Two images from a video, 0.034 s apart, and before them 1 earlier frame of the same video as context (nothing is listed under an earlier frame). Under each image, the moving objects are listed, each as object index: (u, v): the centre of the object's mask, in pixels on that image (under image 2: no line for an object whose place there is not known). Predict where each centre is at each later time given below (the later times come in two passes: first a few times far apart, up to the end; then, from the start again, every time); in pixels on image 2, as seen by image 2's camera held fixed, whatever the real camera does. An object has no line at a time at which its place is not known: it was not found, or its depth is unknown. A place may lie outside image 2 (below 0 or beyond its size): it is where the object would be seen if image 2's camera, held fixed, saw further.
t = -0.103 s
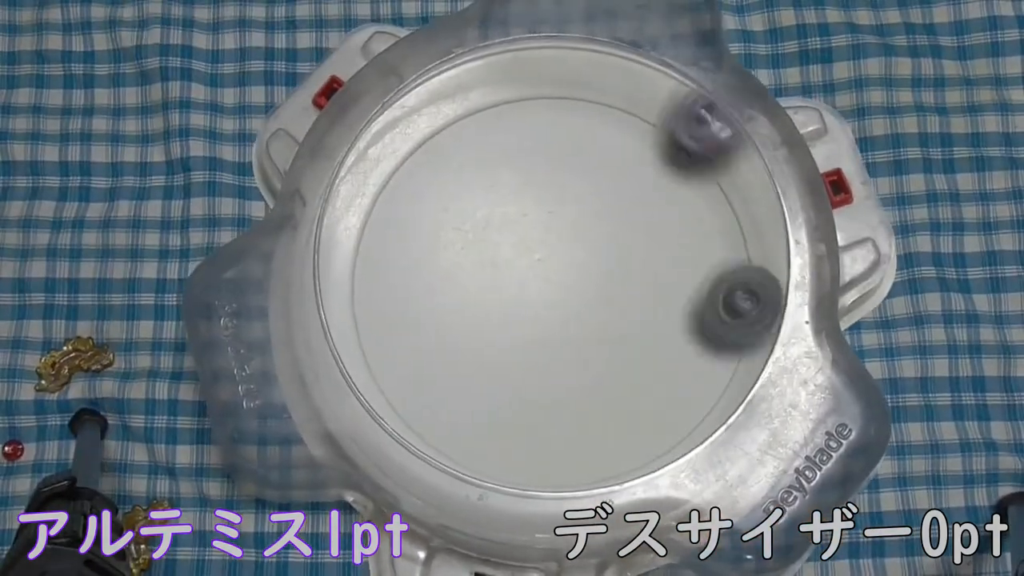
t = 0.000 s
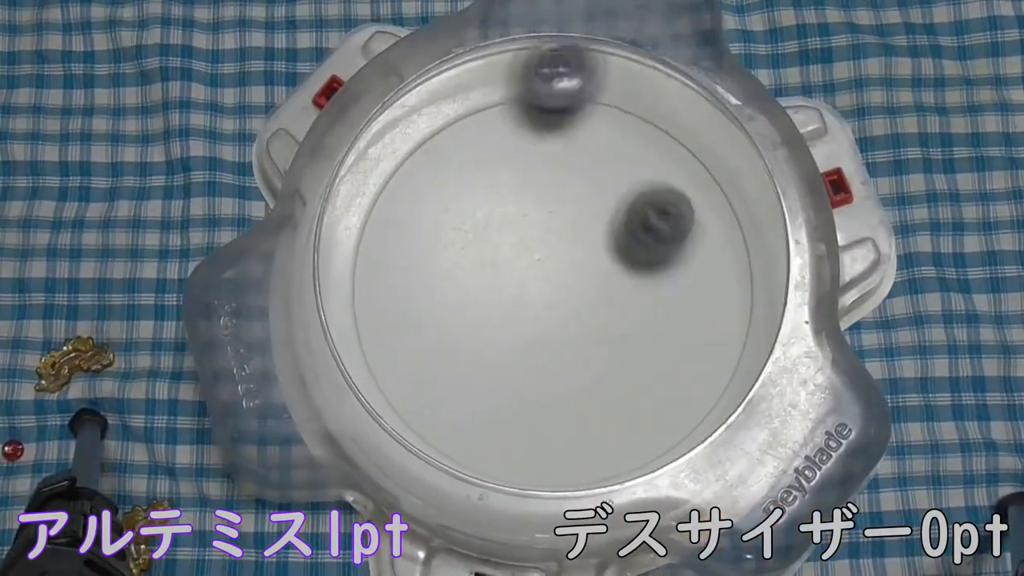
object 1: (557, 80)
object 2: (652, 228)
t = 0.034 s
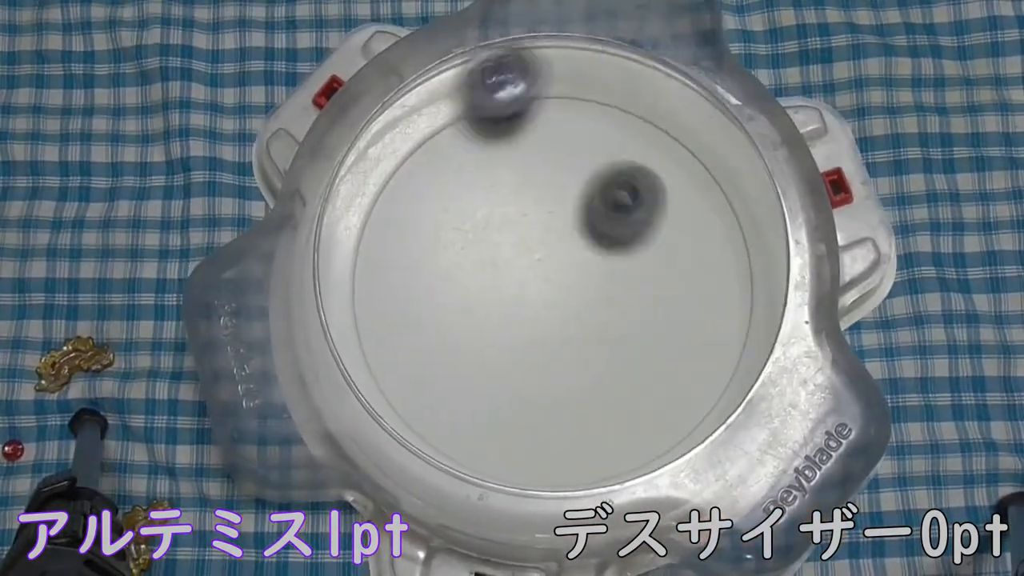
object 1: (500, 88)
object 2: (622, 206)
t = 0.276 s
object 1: (332, 402)
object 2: (382, 249)
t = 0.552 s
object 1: (698, 349)
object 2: (510, 459)
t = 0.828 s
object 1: (464, 120)
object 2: (644, 248)
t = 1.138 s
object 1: (520, 428)
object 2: (406, 188)
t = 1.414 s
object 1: (723, 203)
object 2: (471, 413)
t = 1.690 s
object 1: (416, 195)
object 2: (661, 268)
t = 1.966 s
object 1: (578, 425)
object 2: (529, 138)
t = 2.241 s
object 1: (717, 209)
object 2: (438, 318)
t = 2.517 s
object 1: (453, 192)
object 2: (592, 378)
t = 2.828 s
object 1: (586, 457)
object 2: (595, 192)
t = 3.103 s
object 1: (694, 241)
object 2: (472, 345)
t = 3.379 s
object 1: (437, 189)
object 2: (623, 356)
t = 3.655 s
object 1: (444, 427)
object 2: (581, 261)
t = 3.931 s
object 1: (682, 290)
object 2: (502, 268)
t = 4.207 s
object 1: (509, 119)
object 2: (508, 321)
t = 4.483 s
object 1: (387, 322)
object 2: (565, 290)
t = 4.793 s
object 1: (691, 343)
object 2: (519, 243)
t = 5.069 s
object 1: (637, 118)
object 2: (522, 293)
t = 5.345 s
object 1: (413, 237)
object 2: (584, 289)
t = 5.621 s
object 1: (541, 446)
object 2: (574, 250)
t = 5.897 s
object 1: (726, 268)
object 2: (531, 285)
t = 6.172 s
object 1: (508, 150)
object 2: (558, 321)
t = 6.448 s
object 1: (377, 346)
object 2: (578, 298)
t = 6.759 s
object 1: (649, 395)
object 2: (528, 275)
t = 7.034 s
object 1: (635, 165)
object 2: (514, 303)
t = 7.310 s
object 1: (413, 163)
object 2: (547, 303)
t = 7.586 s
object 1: (460, 387)
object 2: (558, 263)
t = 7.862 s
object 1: (706, 319)
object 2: (528, 261)
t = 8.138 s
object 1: (617, 130)
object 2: (539, 295)
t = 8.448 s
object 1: (419, 277)
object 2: (578, 290)
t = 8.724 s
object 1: (550, 447)
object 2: (561, 270)
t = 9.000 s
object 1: (688, 268)
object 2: (531, 297)
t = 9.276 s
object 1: (504, 159)
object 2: (549, 315)
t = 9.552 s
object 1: (388, 318)
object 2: (560, 286)
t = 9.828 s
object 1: (581, 401)
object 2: (530, 269)
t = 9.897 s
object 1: (650, 347)
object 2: (519, 273)
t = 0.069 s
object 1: (447, 110)
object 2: (587, 191)
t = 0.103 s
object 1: (400, 142)
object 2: (546, 184)
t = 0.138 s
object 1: (364, 186)
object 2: (508, 182)
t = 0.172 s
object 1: (332, 234)
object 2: (468, 191)
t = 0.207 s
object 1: (314, 290)
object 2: (431, 206)
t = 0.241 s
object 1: (308, 351)
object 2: (404, 224)
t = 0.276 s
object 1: (332, 402)
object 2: (382, 249)
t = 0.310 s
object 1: (373, 452)
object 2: (372, 274)
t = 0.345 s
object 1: (436, 459)
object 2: (368, 305)
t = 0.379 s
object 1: (484, 468)
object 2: (371, 342)
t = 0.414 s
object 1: (540, 461)
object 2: (380, 376)
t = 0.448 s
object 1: (594, 450)
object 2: (410, 406)
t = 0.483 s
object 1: (638, 426)
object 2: (442, 432)
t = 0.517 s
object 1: (673, 390)
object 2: (475, 449)
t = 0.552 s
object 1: (698, 349)
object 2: (510, 459)
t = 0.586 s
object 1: (716, 259)
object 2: (578, 455)
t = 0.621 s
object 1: (710, 210)
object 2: (605, 439)
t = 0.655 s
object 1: (694, 169)
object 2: (628, 415)
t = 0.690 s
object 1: (669, 134)
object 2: (642, 385)
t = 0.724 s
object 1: (622, 110)
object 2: (653, 350)
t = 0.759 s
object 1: (571, 96)
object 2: (658, 316)
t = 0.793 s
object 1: (517, 101)
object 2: (655, 282)
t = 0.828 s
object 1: (464, 120)
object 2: (644, 248)
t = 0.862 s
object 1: (418, 150)
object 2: (626, 214)
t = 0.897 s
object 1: (384, 192)
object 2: (603, 188)
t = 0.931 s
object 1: (363, 239)
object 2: (579, 170)
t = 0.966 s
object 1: (360, 284)
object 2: (551, 158)
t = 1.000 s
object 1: (371, 328)
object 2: (517, 150)
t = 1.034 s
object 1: (399, 370)
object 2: (482, 150)
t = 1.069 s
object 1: (431, 398)
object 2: (452, 156)
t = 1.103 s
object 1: (472, 419)
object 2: (427, 169)
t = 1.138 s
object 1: (520, 428)
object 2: (406, 188)
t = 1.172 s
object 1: (568, 427)
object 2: (386, 216)
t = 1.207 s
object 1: (612, 415)
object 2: (373, 250)
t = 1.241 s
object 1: (651, 392)
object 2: (368, 286)
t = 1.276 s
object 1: (685, 362)
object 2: (374, 324)
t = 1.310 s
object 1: (709, 326)
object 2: (388, 358)
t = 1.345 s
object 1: (723, 286)
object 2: (409, 383)
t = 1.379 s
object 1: (727, 245)
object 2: (439, 401)
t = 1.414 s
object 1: (723, 203)
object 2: (471, 413)
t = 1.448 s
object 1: (700, 166)
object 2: (504, 417)
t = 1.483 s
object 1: (666, 133)
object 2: (537, 414)
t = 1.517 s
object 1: (622, 112)
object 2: (568, 402)
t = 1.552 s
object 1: (580, 99)
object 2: (596, 387)
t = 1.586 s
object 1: (536, 98)
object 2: (619, 369)
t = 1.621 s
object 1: (463, 130)
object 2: (647, 325)
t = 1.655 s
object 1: (435, 159)
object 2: (656, 297)
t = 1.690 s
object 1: (416, 195)
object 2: (661, 268)
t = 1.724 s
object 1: (405, 234)
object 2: (659, 238)
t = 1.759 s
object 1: (405, 276)
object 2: (654, 212)
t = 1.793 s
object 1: (416, 317)
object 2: (641, 186)
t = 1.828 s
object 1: (436, 352)
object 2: (625, 167)
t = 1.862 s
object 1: (464, 382)
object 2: (605, 152)
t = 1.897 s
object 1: (498, 404)
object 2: (583, 142)
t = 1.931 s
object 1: (537, 419)
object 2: (557, 137)
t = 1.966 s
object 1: (578, 425)
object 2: (529, 138)
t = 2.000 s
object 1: (620, 420)
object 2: (501, 146)
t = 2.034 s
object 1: (656, 405)
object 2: (475, 160)
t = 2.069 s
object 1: (692, 383)
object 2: (454, 181)
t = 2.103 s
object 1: (716, 354)
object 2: (439, 207)
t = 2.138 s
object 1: (734, 320)
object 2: (430, 235)
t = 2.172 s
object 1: (740, 283)
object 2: (427, 264)
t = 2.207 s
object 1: (733, 246)
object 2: (430, 293)
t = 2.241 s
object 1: (717, 209)
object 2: (438, 318)
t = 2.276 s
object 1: (693, 177)
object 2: (449, 339)
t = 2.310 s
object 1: (664, 152)
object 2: (464, 355)
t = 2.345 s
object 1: (628, 133)
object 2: (481, 367)
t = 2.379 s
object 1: (589, 131)
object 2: (502, 374)
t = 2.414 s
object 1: (549, 135)
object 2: (524, 380)
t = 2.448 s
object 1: (513, 147)
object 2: (548, 383)
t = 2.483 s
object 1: (480, 164)
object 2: (570, 381)
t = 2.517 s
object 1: (453, 192)
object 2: (592, 378)
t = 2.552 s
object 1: (432, 223)
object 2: (615, 368)
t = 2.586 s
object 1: (418, 258)
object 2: (636, 356)
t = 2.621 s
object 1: (414, 295)
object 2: (657, 337)
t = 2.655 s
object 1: (429, 368)
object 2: (677, 286)
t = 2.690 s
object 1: (448, 401)
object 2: (675, 258)
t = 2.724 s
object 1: (475, 427)
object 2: (665, 233)
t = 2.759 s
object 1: (509, 447)
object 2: (647, 212)
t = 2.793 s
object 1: (548, 457)
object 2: (623, 198)
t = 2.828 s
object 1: (586, 457)
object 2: (595, 192)
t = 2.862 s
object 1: (621, 448)
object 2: (570, 193)
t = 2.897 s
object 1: (653, 431)
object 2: (542, 199)
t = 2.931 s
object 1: (681, 408)
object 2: (513, 216)
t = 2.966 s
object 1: (701, 378)
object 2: (490, 237)
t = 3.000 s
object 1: (713, 344)
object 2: (474, 262)
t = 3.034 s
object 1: (715, 305)
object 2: (467, 287)
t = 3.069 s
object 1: (708, 272)
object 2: (464, 316)
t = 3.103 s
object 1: (694, 241)
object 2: (472, 345)
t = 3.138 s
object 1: (670, 212)
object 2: (488, 372)
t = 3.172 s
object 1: (639, 189)
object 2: (509, 388)
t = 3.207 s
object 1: (607, 172)
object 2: (532, 399)
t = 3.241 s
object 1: (572, 160)
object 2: (558, 402)
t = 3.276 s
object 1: (534, 158)
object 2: (580, 398)
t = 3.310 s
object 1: (499, 161)
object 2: (598, 387)
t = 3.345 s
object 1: (468, 171)
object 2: (612, 373)
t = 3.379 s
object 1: (437, 189)
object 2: (623, 356)
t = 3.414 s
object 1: (412, 212)
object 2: (628, 340)
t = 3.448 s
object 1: (392, 241)
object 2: (630, 323)
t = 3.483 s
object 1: (379, 272)
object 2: (628, 309)
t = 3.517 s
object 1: (375, 307)
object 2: (623, 295)
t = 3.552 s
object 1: (380, 342)
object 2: (616, 285)
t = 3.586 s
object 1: (393, 374)
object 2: (606, 276)
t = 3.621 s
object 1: (414, 404)
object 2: (593, 268)
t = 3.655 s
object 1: (444, 427)
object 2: (581, 261)
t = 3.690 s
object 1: (515, 450)
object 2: (556, 252)
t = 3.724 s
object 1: (554, 448)
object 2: (546, 250)
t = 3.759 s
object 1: (587, 435)
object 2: (536, 250)
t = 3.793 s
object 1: (618, 415)
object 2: (527, 252)
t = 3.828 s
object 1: (644, 389)
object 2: (520, 254)
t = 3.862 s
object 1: (665, 358)
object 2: (513, 258)
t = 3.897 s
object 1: (677, 324)
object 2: (507, 264)
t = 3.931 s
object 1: (682, 290)
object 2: (502, 268)
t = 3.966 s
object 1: (679, 257)
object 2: (497, 276)
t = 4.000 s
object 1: (670, 223)
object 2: (494, 283)
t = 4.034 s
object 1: (653, 194)
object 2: (491, 290)
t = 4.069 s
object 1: (634, 168)
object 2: (491, 299)
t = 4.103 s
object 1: (608, 150)
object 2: (494, 305)
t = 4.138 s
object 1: (578, 131)
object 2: (497, 312)
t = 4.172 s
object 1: (543, 120)
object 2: (503, 318)
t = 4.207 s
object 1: (509, 119)
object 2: (508, 321)
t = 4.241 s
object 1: (477, 125)
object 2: (517, 323)
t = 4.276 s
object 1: (445, 137)
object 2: (523, 323)
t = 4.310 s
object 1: (414, 158)
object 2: (532, 322)
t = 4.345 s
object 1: (392, 185)
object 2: (540, 319)
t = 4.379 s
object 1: (378, 217)
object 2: (547, 314)
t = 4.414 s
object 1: (371, 252)
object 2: (555, 308)
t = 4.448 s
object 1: (375, 287)
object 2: (560, 300)
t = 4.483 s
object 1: (387, 322)
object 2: (565, 290)
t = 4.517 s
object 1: (407, 353)
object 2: (566, 281)
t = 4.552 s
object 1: (434, 380)
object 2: (566, 271)
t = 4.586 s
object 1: (465, 400)
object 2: (564, 261)
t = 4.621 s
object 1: (503, 413)
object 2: (561, 255)
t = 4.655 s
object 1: (538, 418)
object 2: (555, 247)
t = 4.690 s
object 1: (610, 406)
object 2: (541, 238)
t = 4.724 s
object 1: (642, 388)
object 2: (533, 239)
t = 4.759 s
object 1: (668, 367)
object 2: (526, 239)
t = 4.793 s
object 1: (691, 343)
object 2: (519, 243)
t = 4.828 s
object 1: (706, 313)
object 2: (515, 246)
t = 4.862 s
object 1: (715, 284)
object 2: (510, 252)
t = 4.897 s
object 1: (719, 251)
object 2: (508, 258)
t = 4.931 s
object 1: (716, 218)
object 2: (507, 266)
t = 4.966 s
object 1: (707, 188)
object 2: (509, 273)
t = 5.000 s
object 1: (689, 158)
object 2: (511, 281)
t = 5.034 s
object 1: (665, 135)
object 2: (517, 287)
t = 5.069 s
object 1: (637, 118)
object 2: (522, 293)
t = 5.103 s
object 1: (602, 108)
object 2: (531, 298)
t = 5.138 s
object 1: (568, 106)
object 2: (539, 302)
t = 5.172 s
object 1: (533, 111)
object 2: (549, 303)
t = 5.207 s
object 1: (498, 125)
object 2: (558, 303)
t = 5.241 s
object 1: (470, 146)
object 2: (566, 301)
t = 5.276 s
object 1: (445, 172)
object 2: (573, 298)
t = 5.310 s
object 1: (424, 202)
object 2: (579, 293)
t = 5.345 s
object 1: (413, 237)
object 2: (584, 289)
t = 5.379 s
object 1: (407, 270)
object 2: (587, 282)
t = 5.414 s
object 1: (409, 306)
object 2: (589, 277)
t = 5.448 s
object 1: (418, 338)
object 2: (588, 270)
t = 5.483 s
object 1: (433, 367)
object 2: (588, 266)
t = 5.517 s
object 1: (454, 395)
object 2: (584, 261)
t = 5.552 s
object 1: (479, 417)
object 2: (582, 257)
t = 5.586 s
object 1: (508, 435)
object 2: (578, 254)
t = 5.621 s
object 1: (541, 446)
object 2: (574, 250)
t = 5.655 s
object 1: (574, 450)
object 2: (568, 252)
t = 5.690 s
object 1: (610, 446)
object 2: (562, 251)
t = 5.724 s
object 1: (669, 419)
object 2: (550, 256)
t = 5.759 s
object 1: (695, 395)
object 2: (545, 260)
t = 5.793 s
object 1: (714, 367)
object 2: (540, 265)
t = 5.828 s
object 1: (727, 336)
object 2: (536, 270)
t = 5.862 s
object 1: (731, 302)
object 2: (533, 279)
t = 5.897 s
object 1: (726, 268)
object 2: (531, 285)
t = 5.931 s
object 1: (714, 236)
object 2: (532, 293)
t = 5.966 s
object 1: (696, 208)
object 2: (532, 299)
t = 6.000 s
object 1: (670, 185)
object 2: (536, 305)
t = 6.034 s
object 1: (642, 166)
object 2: (539, 312)
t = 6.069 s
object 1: (607, 156)
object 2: (542, 315)
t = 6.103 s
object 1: (575, 146)
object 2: (548, 319)
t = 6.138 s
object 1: (541, 144)
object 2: (552, 320)
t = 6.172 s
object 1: (508, 150)
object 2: (558, 321)
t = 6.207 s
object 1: (476, 160)
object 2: (562, 322)
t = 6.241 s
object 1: (447, 178)
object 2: (566, 320)
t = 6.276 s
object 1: (421, 197)
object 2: (571, 319)
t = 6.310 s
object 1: (401, 222)
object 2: (573, 316)
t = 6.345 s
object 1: (385, 249)
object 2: (576, 312)
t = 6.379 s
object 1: (375, 282)
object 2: (578, 308)
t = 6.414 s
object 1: (372, 313)
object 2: (577, 303)
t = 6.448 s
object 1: (377, 346)
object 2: (578, 298)
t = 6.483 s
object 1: (389, 376)
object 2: (576, 294)
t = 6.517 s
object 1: (407, 404)
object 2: (573, 288)
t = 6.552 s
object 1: (432, 426)
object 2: (570, 285)
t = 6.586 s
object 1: (461, 444)
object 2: (564, 281)
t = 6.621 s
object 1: (493, 452)
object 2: (559, 277)
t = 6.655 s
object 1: (529, 455)
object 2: (554, 275)
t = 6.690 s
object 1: (563, 451)
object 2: (547, 274)
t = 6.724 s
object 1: (596, 440)
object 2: (541, 271)
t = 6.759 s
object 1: (649, 395)
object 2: (528, 275)
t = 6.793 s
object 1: (667, 366)
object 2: (524, 276)
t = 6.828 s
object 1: (679, 336)
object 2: (520, 280)
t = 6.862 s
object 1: (685, 307)
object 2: (516, 284)
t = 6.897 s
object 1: (685, 274)
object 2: (514, 285)
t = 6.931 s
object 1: (680, 245)
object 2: (513, 292)
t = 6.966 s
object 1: (670, 214)
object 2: (511, 295)
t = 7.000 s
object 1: (655, 189)
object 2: (512, 297)
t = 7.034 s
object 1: (635, 165)
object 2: (514, 303)
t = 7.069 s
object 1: (612, 143)
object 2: (516, 305)
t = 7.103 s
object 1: (586, 129)
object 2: (520, 306)
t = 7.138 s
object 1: (555, 117)
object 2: (525, 310)
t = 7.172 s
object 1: (525, 114)
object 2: (528, 310)
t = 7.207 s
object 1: (493, 114)
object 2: (533, 309)
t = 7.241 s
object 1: (465, 125)
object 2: (539, 309)
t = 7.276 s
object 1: (436, 141)
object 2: (543, 307)
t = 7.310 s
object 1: (413, 163)
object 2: (547, 303)
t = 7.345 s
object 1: (396, 189)
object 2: (552, 300)
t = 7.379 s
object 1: (385, 220)
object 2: (555, 296)
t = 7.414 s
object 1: (381, 252)
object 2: (557, 290)
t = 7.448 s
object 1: (384, 282)
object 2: (559, 284)
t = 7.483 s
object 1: (397, 316)
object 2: (561, 280)
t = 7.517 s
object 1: (411, 341)
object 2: (560, 274)
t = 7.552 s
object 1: (434, 366)
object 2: (559, 268)
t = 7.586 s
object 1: (460, 387)
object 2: (558, 263)
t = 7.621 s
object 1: (490, 401)
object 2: (555, 261)
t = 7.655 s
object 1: (524, 411)
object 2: (551, 258)
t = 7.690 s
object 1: (555, 413)
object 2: (549, 254)
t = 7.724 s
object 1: (588, 409)
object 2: (546, 254)
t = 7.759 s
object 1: (617, 401)
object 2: (541, 254)
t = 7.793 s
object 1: (671, 367)
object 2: (535, 254)
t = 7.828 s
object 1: (691, 344)
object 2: (532, 258)
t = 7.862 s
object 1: (706, 319)
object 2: (528, 261)
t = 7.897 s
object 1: (716, 292)
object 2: (526, 263)
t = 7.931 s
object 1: (720, 261)
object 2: (526, 268)
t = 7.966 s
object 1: (717, 233)
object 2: (525, 274)
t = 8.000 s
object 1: (707, 206)
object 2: (526, 278)
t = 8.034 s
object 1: (695, 178)
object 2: (528, 282)
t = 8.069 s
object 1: (674, 155)
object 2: (532, 288)
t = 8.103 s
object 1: (646, 141)
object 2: (535, 293)
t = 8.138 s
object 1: (617, 130)
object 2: (539, 295)
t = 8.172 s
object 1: (588, 127)
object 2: (544, 297)
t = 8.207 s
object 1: (556, 131)
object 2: (551, 300)
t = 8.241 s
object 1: (525, 139)
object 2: (556, 301)
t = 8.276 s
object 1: (498, 154)
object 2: (560, 300)
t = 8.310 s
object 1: (473, 172)
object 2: (565, 299)
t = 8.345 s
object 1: (453, 194)
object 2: (570, 297)
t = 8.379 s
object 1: (436, 220)
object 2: (574, 296)
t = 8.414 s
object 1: (425, 248)
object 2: (576, 293)
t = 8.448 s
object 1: (419, 277)
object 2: (578, 290)
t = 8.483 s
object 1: (419, 306)
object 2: (580, 287)
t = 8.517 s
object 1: (423, 335)
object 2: (581, 283)
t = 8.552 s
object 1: (433, 364)
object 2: (580, 280)
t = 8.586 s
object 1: (449, 389)
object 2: (577, 276)
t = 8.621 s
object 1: (467, 411)
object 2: (574, 273)
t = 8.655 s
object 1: (493, 428)
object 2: (571, 271)
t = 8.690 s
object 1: (522, 442)
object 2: (567, 270)
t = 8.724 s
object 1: (550, 447)
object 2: (561, 270)
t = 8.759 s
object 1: (582, 446)
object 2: (556, 268)
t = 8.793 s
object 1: (612, 439)
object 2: (552, 269)
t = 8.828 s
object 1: (660, 405)
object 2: (543, 276)
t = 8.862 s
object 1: (678, 381)
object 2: (538, 279)
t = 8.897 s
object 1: (690, 354)
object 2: (535, 282)
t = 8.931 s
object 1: (695, 324)
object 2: (533, 286)
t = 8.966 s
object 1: (694, 296)
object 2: (532, 291)
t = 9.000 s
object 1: (688, 268)
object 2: (531, 297)
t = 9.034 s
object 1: (675, 243)
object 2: (530, 302)
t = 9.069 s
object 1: (659, 216)
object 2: (531, 304)
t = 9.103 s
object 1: (640, 196)
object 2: (533, 307)
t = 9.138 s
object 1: (616, 180)
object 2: (536, 311)
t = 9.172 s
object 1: (589, 167)
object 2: (538, 314)
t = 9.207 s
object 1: (560, 161)
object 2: (541, 316)
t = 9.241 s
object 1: (533, 158)
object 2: (544, 316)
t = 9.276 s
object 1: (504, 159)
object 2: (549, 315)
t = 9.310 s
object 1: (476, 166)
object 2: (553, 314)
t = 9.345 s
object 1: (452, 175)
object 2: (557, 312)
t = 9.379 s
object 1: (429, 193)
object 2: (560, 309)
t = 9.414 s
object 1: (410, 212)
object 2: (561, 306)
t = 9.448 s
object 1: (395, 235)
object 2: (561, 300)
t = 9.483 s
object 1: (386, 262)
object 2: (561, 295)
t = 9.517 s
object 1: (384, 290)
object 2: (561, 291)
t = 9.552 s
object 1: (388, 318)
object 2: (560, 286)
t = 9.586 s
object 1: (399, 344)
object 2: (558, 282)
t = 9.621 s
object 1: (417, 367)
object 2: (554, 278)
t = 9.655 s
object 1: (441, 389)
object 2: (550, 274)
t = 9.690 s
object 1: (465, 402)
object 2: (546, 271)
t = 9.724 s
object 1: (495, 410)
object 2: (542, 269)
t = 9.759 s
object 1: (525, 413)
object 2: (538, 267)
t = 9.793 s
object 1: (555, 410)
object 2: (534, 268)
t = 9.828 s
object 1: (581, 401)
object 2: (530, 269)
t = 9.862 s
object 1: (630, 368)
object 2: (522, 271)
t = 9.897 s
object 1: (650, 347)
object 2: (519, 273)
